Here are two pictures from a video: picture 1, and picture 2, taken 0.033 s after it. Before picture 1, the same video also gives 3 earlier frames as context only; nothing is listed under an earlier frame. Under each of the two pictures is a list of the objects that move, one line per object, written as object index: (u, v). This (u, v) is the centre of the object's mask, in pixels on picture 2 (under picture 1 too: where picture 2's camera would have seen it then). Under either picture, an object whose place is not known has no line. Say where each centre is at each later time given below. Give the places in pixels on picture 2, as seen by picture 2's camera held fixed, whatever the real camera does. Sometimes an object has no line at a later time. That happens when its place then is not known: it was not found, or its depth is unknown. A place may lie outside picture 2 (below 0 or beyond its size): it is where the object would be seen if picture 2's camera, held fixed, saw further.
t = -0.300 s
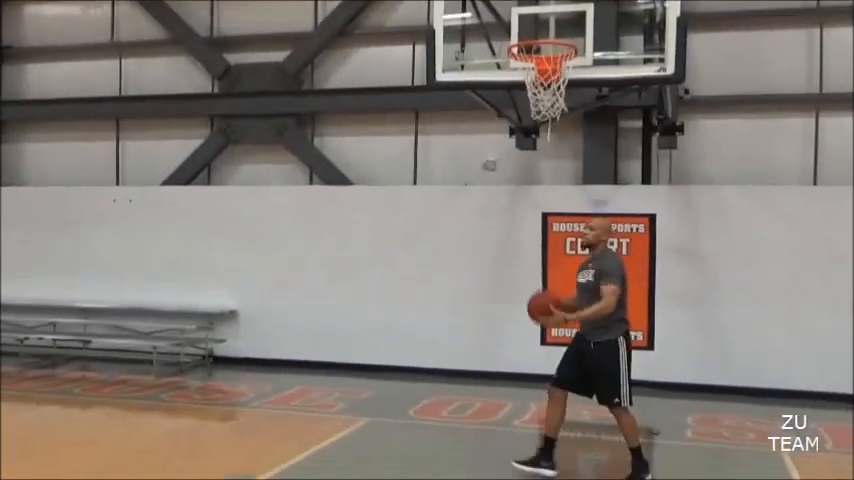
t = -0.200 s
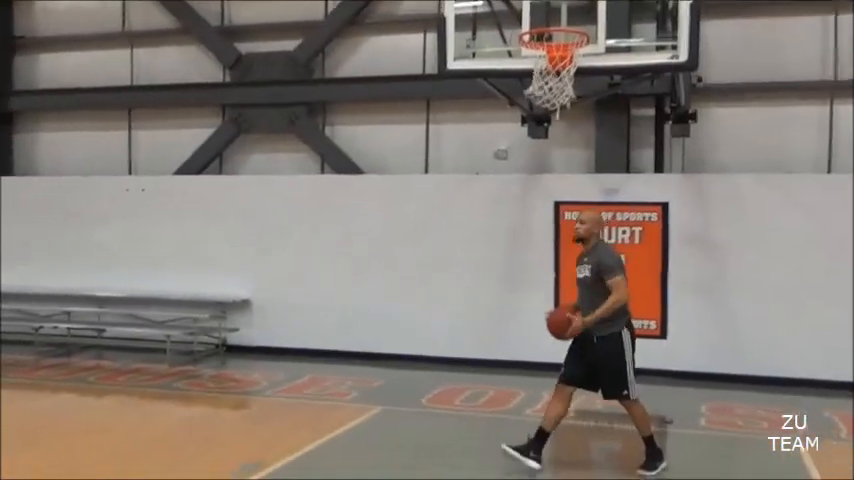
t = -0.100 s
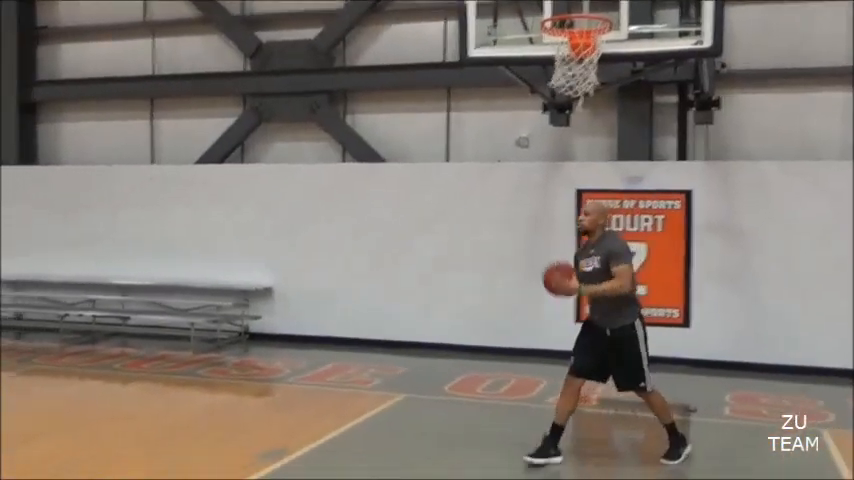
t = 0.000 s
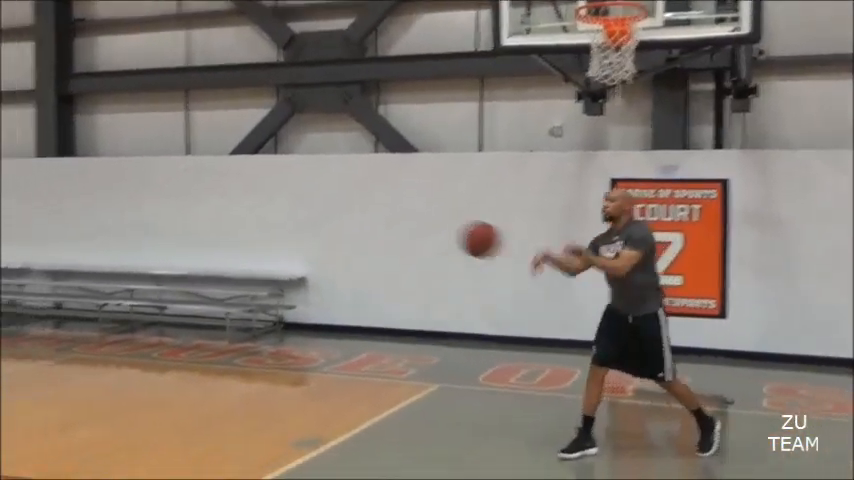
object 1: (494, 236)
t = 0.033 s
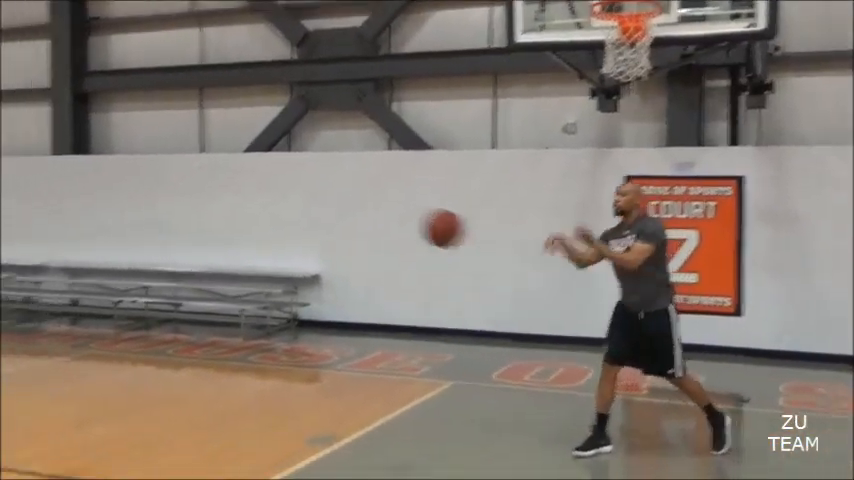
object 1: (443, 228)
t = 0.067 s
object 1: (387, 221)
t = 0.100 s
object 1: (328, 216)
